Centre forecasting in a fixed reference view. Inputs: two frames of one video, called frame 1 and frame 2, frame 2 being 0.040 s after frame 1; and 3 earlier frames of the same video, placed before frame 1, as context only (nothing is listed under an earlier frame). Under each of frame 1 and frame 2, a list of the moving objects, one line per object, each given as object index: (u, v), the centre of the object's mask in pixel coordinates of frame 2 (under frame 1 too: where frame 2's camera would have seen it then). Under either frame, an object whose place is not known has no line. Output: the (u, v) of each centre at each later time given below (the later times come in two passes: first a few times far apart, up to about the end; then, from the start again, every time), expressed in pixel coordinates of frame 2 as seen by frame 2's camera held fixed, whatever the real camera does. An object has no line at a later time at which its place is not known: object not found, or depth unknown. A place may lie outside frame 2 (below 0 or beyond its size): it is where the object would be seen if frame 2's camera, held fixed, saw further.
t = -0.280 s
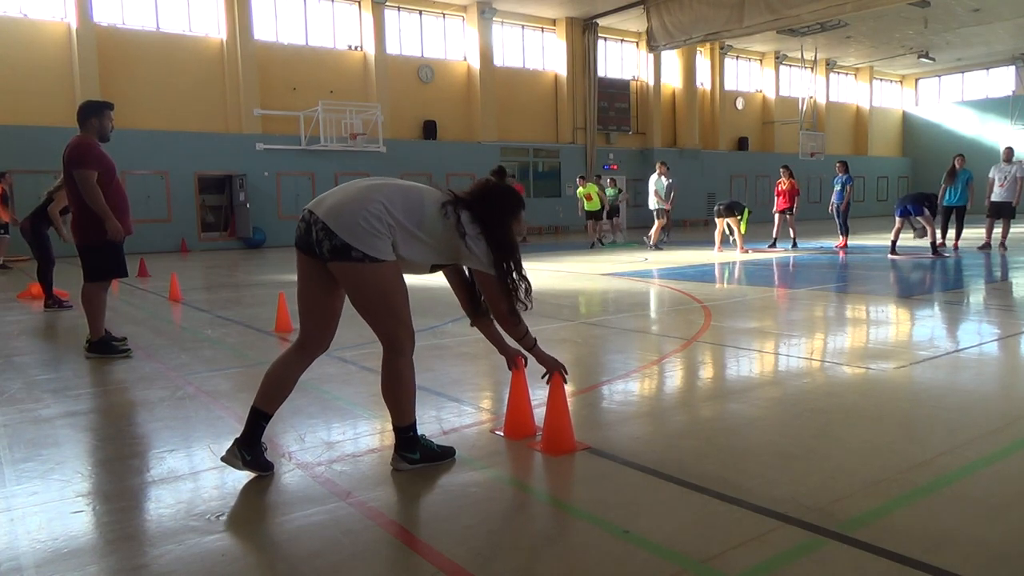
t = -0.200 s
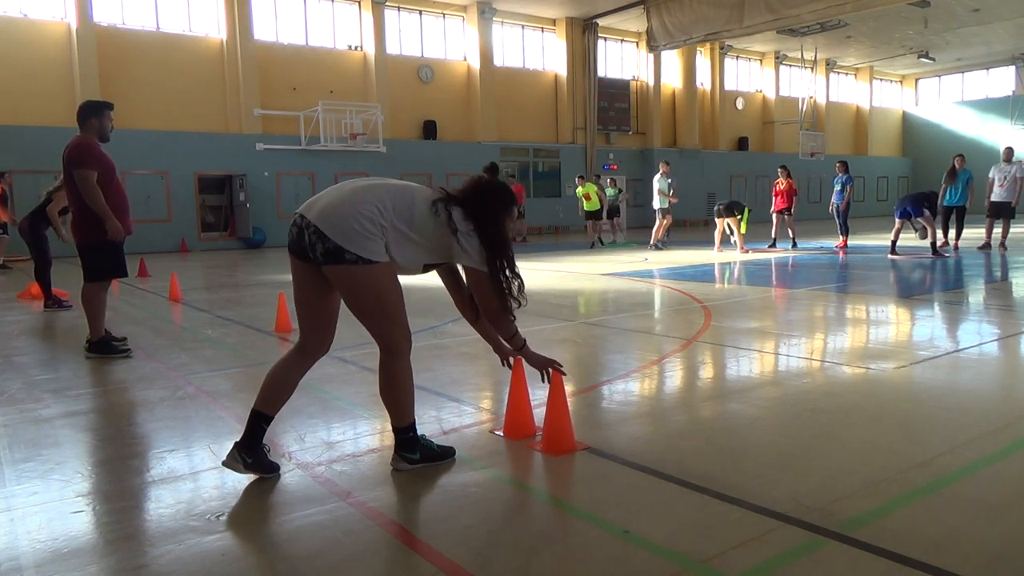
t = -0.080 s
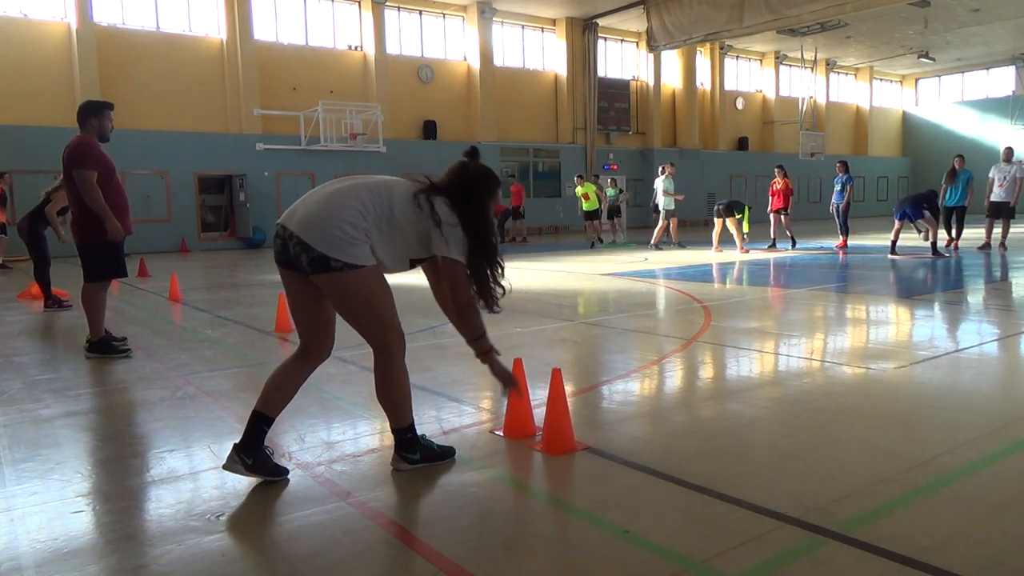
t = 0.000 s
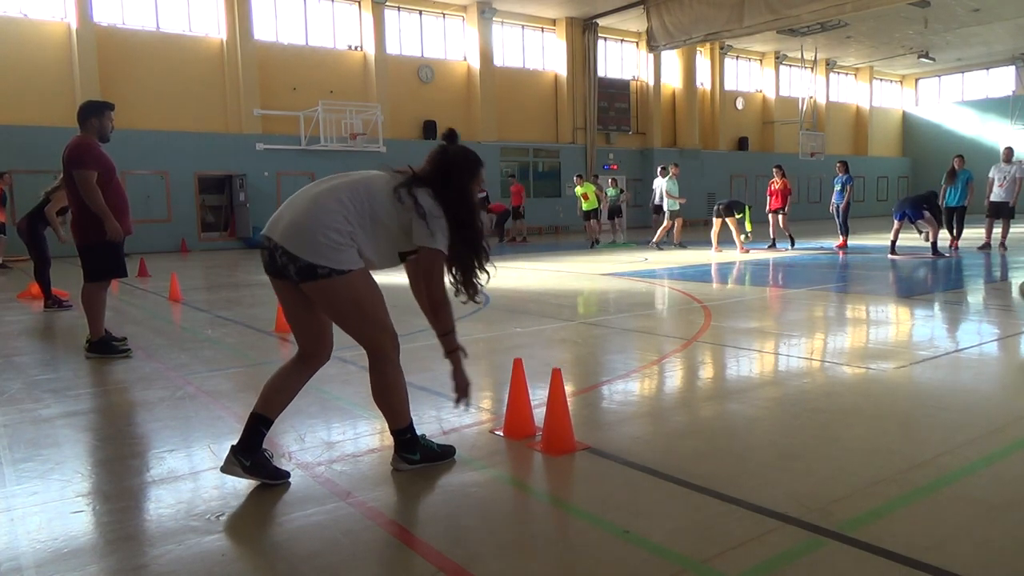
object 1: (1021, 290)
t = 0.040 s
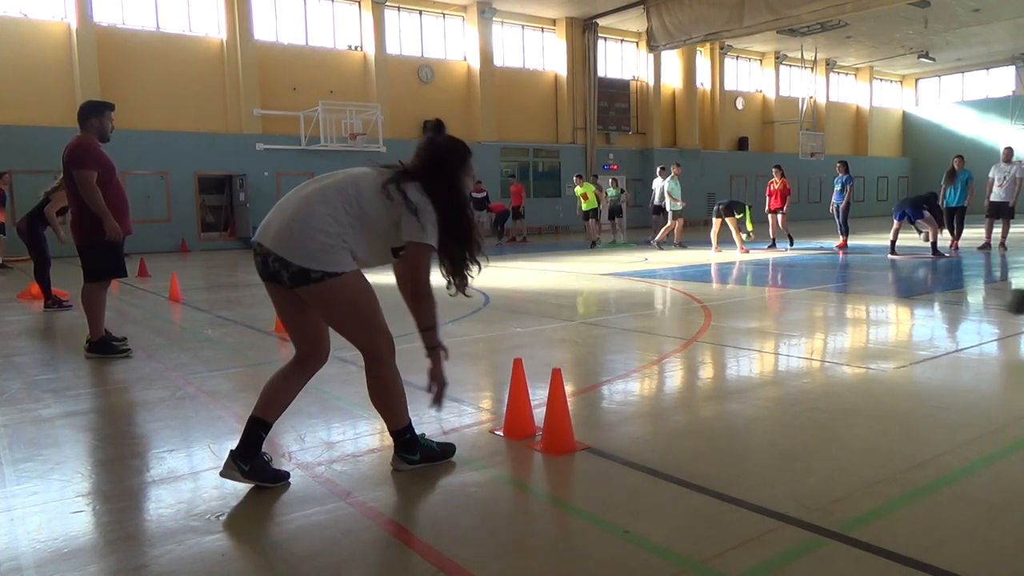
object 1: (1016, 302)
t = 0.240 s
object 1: (939, 320)
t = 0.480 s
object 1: (797, 384)
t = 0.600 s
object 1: (691, 421)
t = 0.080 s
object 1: (1003, 316)
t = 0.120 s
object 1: (985, 335)
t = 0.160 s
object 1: (970, 327)
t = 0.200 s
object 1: (955, 322)
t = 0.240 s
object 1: (939, 320)
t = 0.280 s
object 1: (920, 320)
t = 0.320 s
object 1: (900, 324)
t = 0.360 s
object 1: (878, 331)
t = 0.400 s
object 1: (854, 344)
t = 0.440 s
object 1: (827, 360)
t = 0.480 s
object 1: (797, 384)
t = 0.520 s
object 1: (765, 413)
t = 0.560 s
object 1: (729, 421)
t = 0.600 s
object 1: (691, 421)
